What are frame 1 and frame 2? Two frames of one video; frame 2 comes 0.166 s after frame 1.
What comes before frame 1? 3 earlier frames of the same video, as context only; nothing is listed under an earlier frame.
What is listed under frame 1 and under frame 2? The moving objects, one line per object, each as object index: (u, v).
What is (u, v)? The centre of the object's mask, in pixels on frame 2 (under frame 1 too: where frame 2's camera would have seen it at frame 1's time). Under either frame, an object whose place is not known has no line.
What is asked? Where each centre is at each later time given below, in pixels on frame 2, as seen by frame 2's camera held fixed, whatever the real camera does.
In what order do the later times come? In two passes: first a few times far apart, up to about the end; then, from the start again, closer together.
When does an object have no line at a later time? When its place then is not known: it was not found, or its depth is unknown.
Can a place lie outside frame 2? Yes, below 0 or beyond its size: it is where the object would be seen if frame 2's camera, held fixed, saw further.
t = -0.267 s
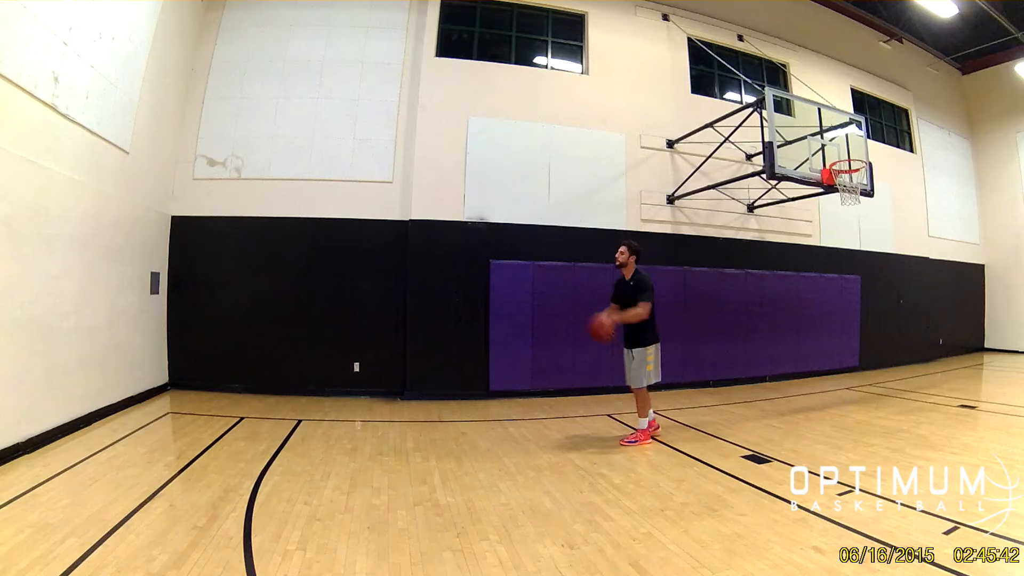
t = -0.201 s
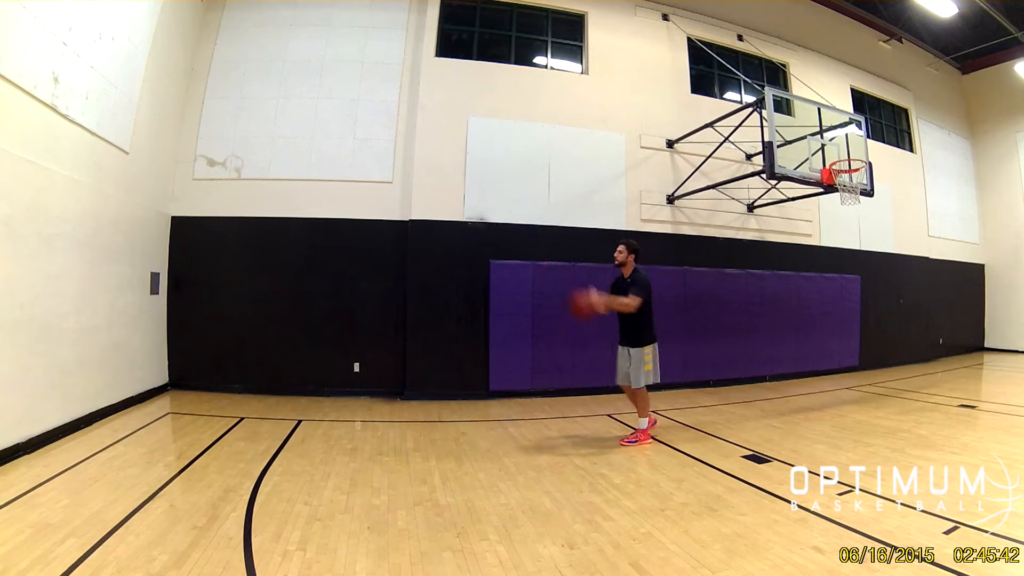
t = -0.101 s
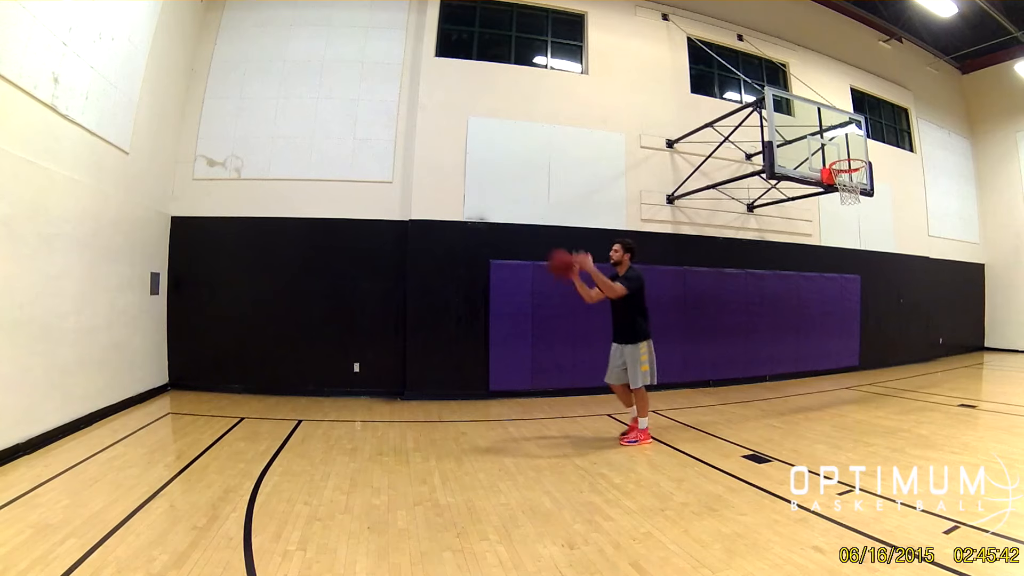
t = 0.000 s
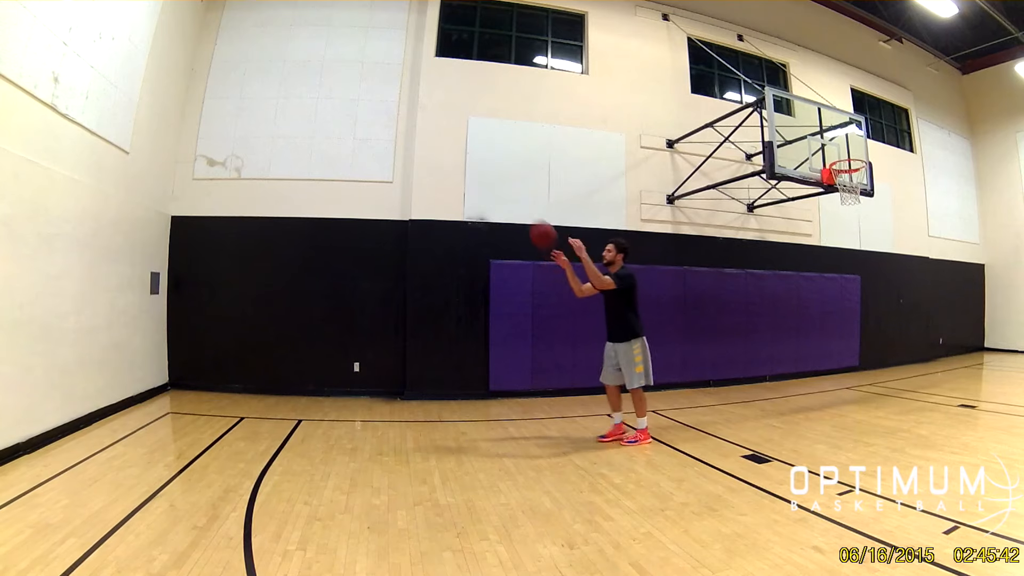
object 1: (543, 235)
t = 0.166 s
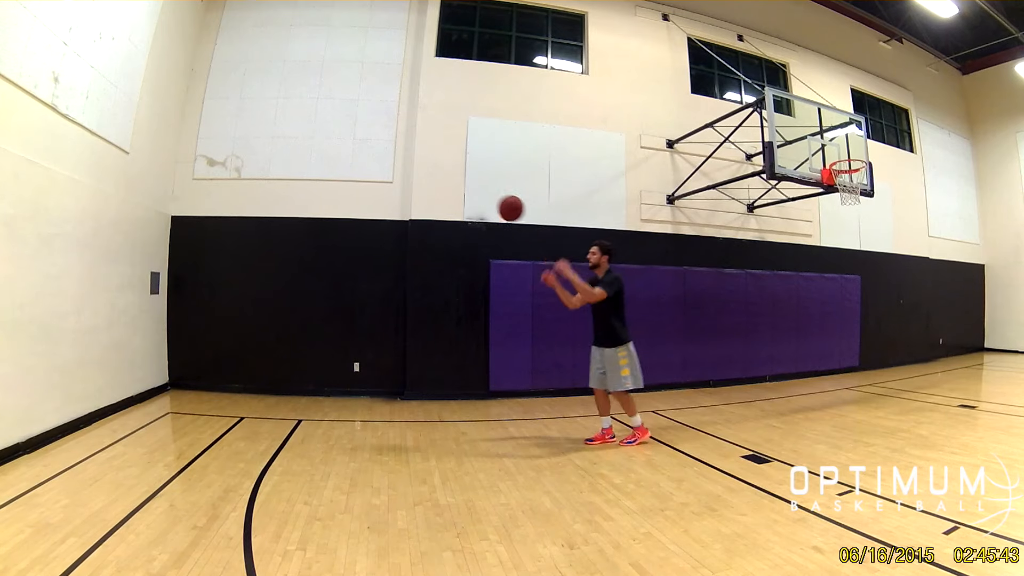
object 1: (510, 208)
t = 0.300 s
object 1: (485, 208)
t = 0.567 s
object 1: (433, 266)
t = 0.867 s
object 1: (377, 415)
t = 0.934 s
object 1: (371, 437)
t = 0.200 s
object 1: (504, 206)
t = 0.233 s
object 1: (498, 206)
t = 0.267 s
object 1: (492, 206)
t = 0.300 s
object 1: (485, 208)
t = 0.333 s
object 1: (479, 212)
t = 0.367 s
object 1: (472, 216)
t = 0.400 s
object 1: (466, 222)
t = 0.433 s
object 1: (459, 229)
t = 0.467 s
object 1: (453, 236)
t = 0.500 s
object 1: (446, 244)
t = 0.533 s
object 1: (440, 254)
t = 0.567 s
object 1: (433, 266)
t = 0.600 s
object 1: (426, 278)
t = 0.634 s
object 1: (420, 292)
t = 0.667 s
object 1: (413, 307)
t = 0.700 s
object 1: (407, 323)
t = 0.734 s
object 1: (401, 340)
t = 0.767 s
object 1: (394, 358)
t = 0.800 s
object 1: (388, 377)
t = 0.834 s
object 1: (383, 394)
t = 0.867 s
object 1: (377, 415)
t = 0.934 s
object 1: (371, 437)
